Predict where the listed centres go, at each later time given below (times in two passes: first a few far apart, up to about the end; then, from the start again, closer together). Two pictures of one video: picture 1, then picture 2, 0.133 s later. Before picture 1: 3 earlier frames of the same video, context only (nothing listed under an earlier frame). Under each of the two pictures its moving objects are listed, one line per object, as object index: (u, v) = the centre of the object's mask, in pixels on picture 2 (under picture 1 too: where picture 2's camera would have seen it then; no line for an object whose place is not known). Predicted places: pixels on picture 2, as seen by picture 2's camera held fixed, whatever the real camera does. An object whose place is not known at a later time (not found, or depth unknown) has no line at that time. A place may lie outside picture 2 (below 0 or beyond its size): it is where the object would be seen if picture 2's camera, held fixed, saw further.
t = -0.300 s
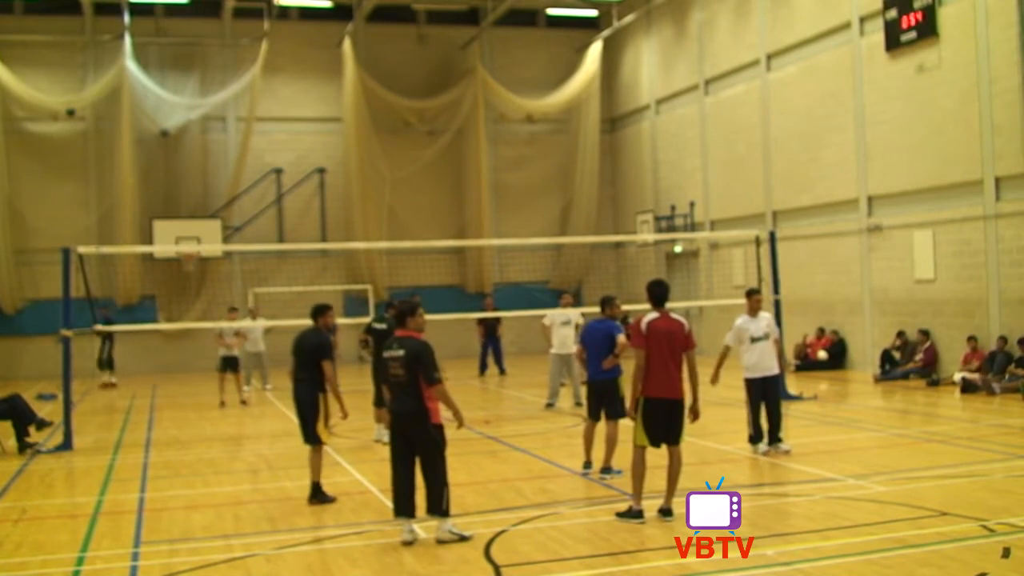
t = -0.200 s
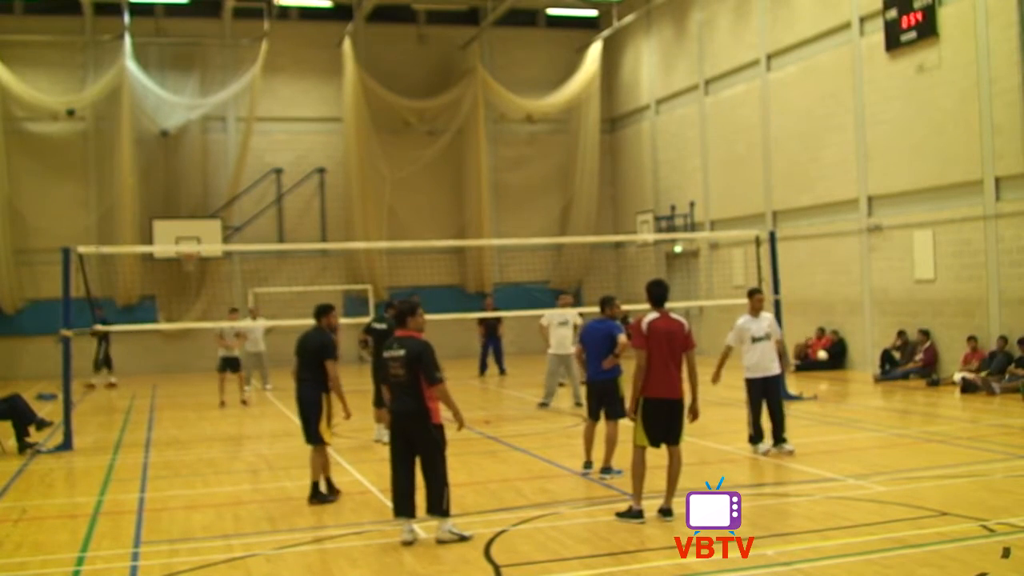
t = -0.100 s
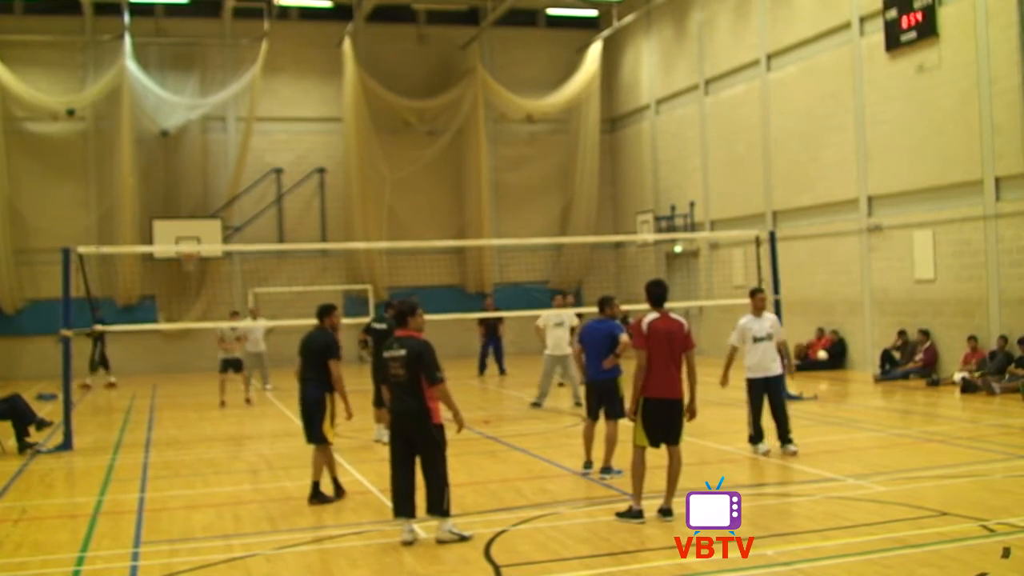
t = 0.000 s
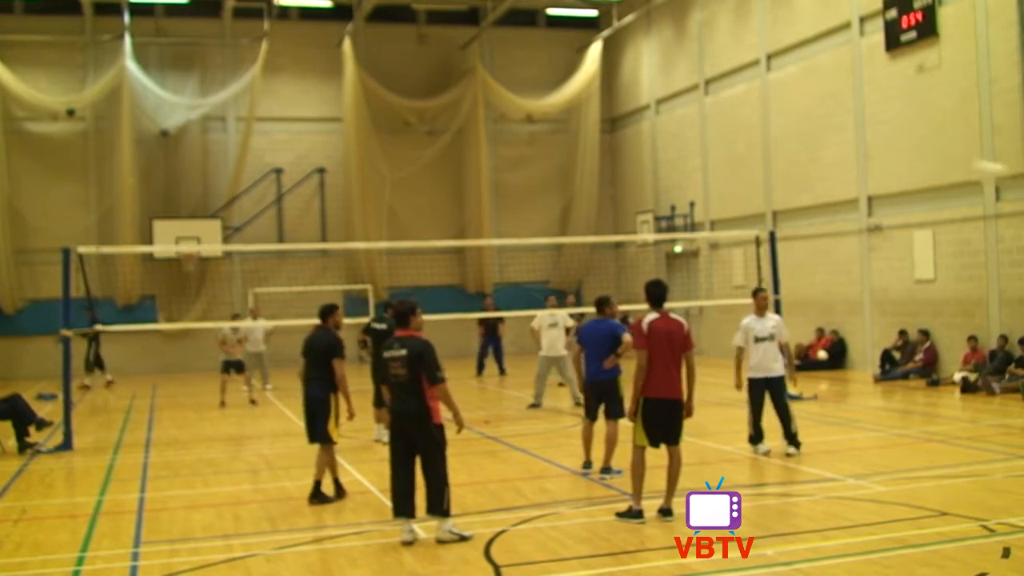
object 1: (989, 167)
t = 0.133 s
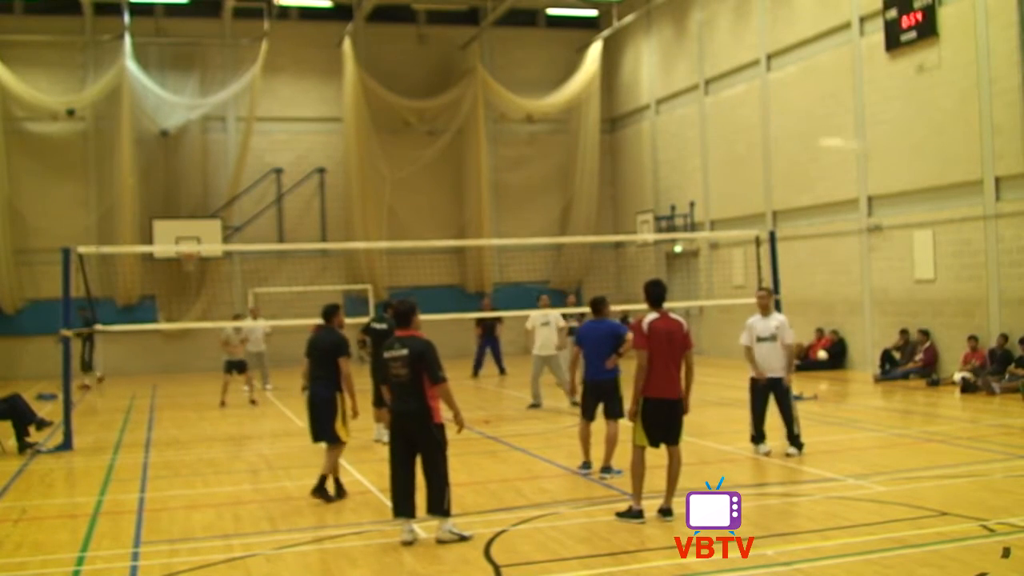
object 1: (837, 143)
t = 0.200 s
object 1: (776, 142)
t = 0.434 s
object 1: (616, 161)
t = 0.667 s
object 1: (506, 208)
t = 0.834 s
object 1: (448, 254)
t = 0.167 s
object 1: (804, 142)
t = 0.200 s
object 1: (776, 142)
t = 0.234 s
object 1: (748, 141)
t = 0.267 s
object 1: (722, 142)
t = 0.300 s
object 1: (699, 145)
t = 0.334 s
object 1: (676, 146)
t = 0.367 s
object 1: (656, 151)
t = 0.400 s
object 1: (634, 157)
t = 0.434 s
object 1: (616, 161)
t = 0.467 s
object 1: (599, 166)
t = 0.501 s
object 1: (581, 171)
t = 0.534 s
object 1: (564, 178)
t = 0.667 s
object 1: (506, 208)
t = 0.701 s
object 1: (494, 217)
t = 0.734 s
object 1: (482, 226)
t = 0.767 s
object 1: (471, 233)
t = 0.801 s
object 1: (459, 244)
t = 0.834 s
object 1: (448, 254)
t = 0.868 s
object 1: (439, 263)
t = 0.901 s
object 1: (430, 273)
